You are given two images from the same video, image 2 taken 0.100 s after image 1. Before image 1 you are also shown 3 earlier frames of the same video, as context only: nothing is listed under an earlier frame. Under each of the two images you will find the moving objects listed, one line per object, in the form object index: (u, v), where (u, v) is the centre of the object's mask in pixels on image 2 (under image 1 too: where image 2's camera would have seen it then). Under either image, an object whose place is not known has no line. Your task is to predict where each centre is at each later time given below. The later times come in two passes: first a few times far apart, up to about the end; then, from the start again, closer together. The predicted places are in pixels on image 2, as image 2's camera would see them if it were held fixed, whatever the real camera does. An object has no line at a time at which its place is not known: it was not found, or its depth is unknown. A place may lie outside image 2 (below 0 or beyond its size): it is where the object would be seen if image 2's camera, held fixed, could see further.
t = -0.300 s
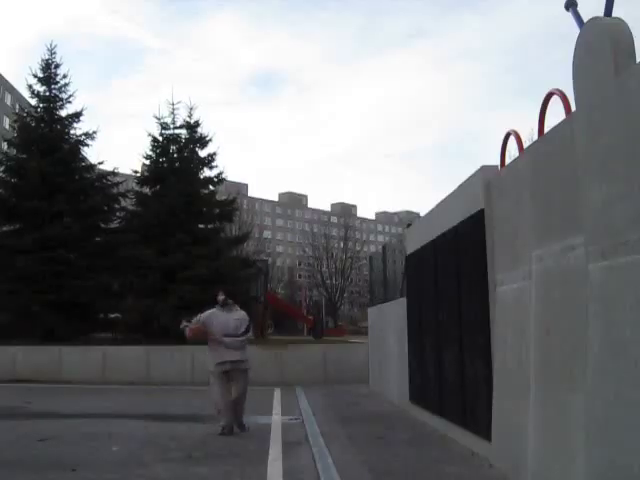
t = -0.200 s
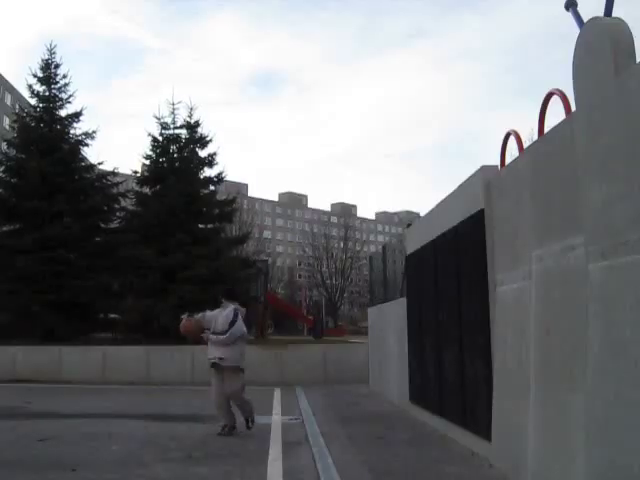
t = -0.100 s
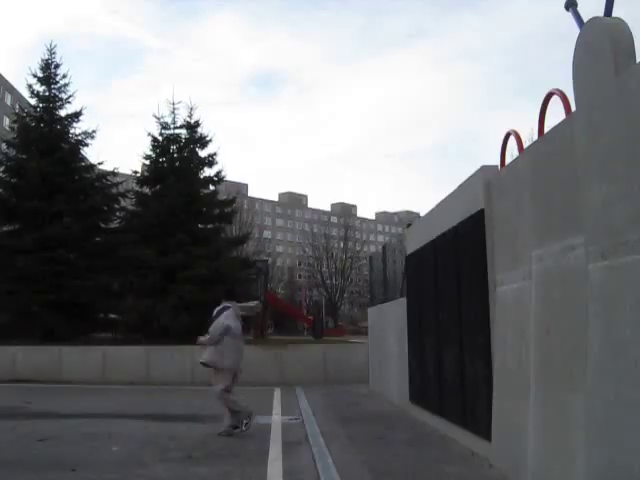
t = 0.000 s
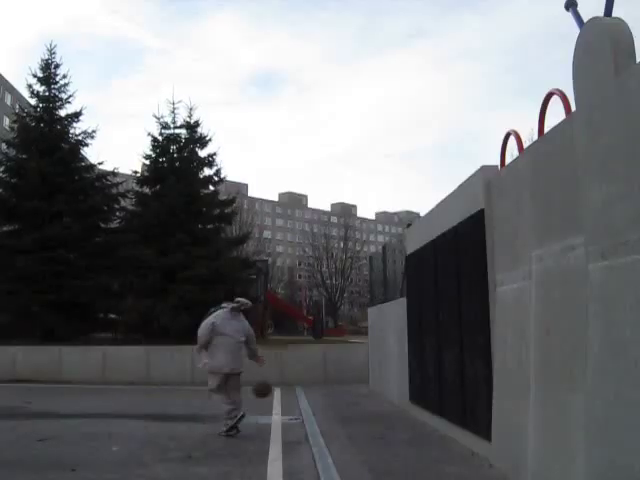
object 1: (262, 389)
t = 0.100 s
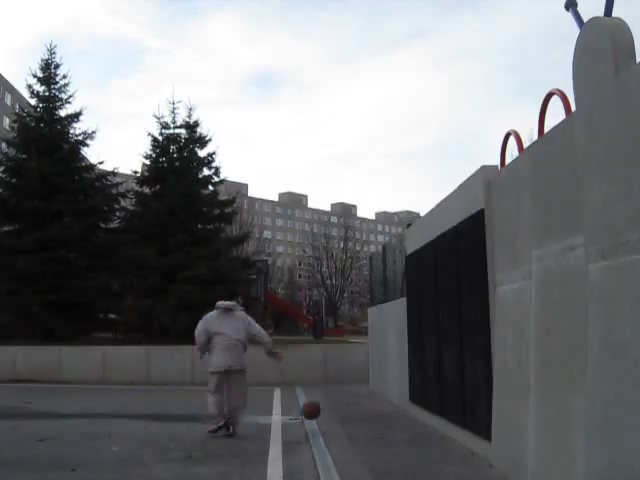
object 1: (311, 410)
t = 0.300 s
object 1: (387, 358)
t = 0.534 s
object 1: (385, 325)
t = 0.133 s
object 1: (324, 399)
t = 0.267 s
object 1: (374, 363)
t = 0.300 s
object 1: (387, 358)
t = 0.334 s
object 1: (399, 352)
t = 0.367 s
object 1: (409, 346)
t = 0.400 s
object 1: (417, 341)
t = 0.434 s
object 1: (409, 336)
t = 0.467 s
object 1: (401, 331)
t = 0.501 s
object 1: (394, 328)
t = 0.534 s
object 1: (385, 325)
